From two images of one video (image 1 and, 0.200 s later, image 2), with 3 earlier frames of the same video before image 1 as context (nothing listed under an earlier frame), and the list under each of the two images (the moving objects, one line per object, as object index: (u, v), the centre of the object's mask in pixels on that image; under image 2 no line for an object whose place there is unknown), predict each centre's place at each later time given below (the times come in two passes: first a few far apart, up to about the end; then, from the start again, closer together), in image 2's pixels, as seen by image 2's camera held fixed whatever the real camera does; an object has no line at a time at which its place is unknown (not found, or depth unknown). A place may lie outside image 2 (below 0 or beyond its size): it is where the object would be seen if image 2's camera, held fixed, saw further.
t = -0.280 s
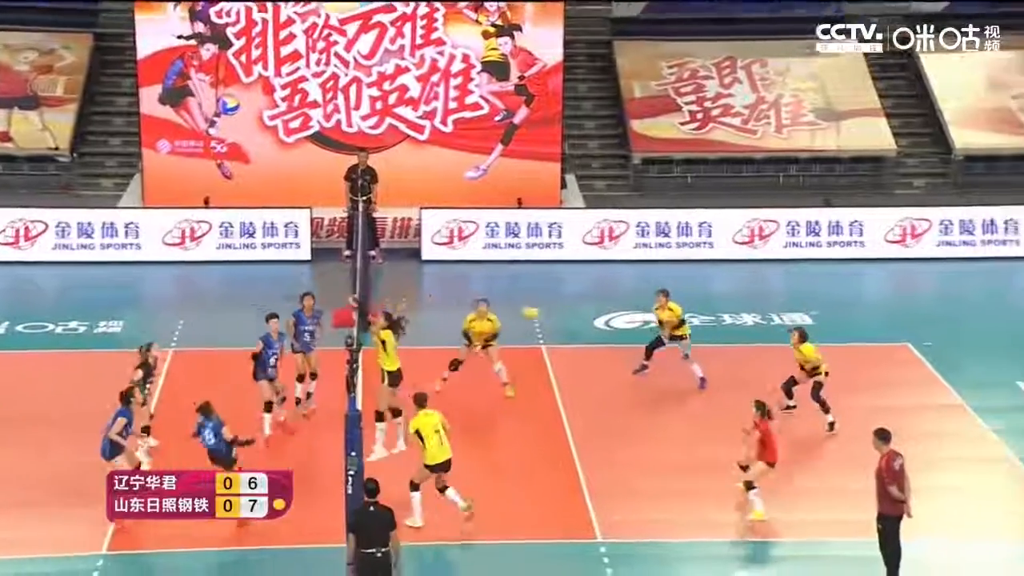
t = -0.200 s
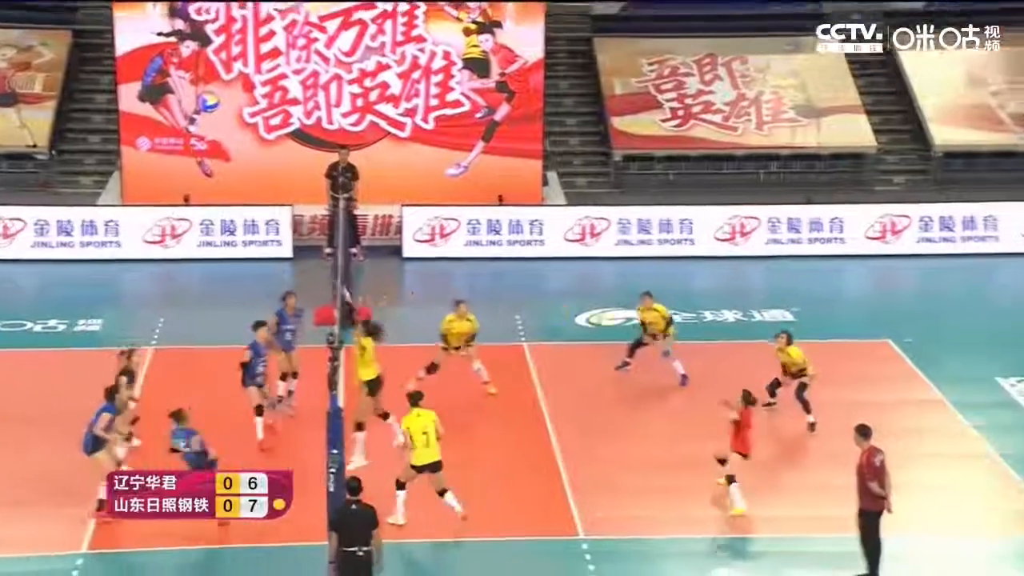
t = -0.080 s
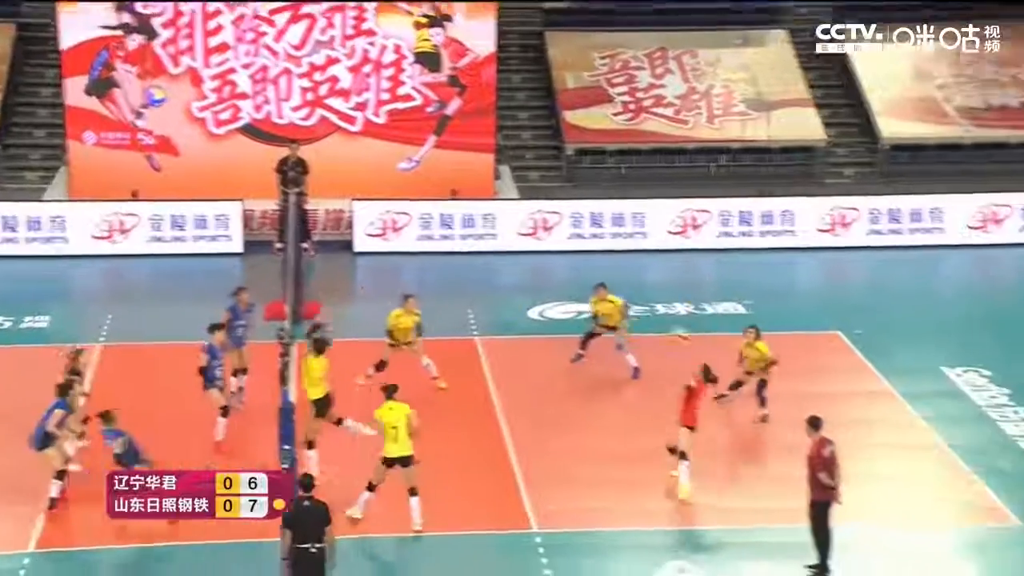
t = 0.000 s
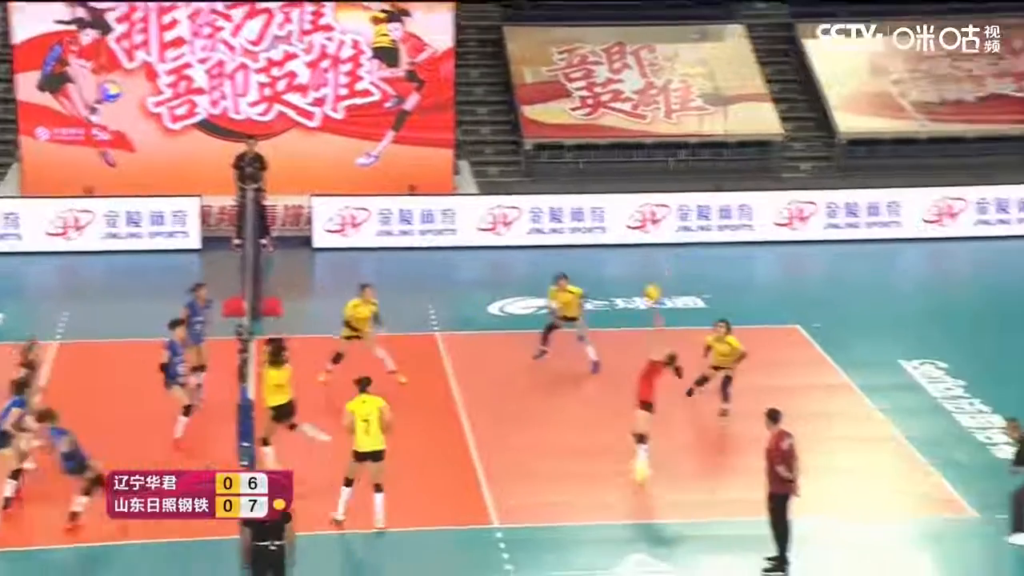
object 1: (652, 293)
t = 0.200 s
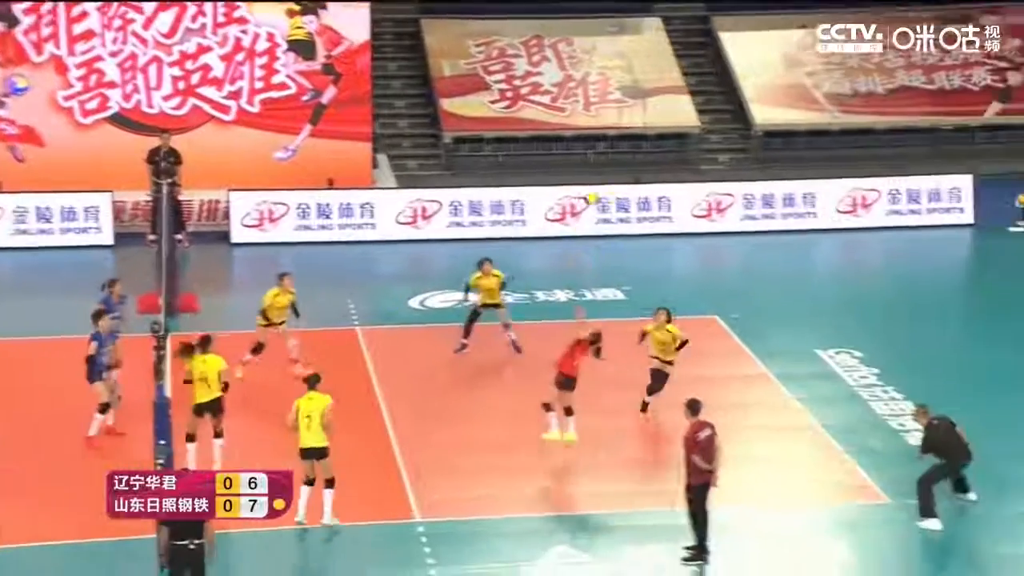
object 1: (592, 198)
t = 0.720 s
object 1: (631, 111)
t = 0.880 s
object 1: (642, 125)
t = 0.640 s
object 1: (626, 112)
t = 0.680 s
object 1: (628, 111)
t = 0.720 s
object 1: (631, 111)
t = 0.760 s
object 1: (633, 113)
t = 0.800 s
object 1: (634, 114)
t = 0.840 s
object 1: (636, 116)
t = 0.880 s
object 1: (642, 125)
